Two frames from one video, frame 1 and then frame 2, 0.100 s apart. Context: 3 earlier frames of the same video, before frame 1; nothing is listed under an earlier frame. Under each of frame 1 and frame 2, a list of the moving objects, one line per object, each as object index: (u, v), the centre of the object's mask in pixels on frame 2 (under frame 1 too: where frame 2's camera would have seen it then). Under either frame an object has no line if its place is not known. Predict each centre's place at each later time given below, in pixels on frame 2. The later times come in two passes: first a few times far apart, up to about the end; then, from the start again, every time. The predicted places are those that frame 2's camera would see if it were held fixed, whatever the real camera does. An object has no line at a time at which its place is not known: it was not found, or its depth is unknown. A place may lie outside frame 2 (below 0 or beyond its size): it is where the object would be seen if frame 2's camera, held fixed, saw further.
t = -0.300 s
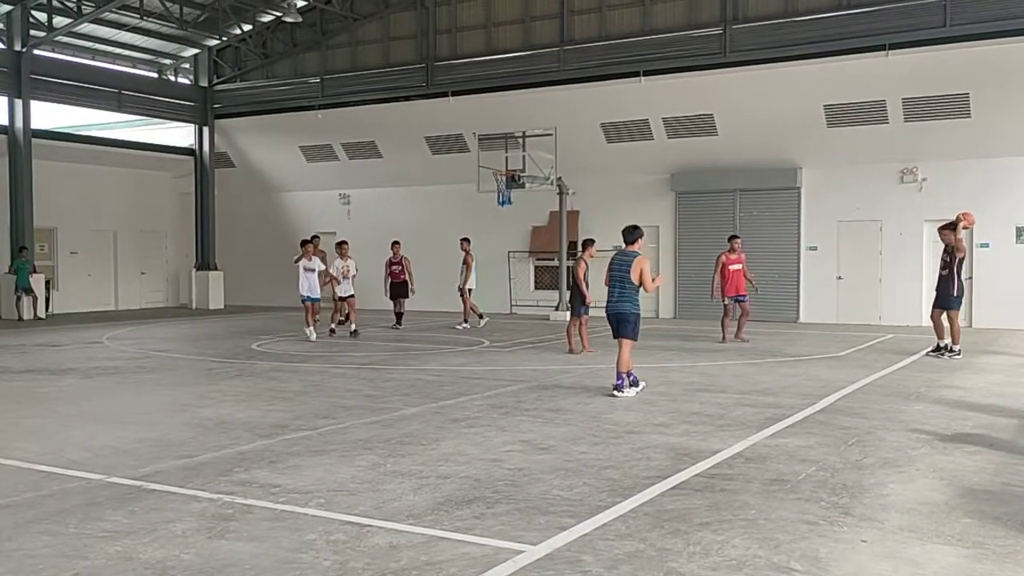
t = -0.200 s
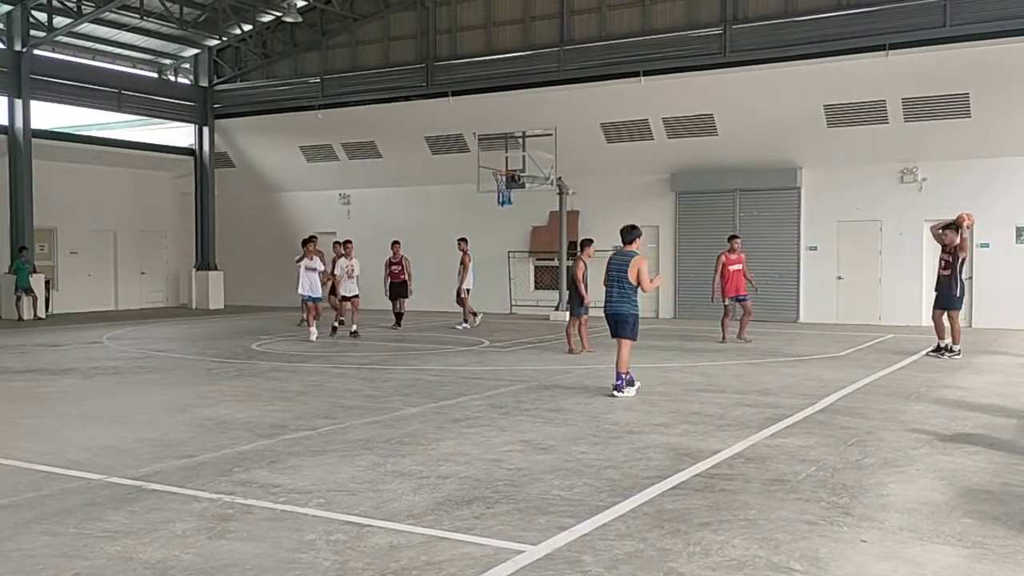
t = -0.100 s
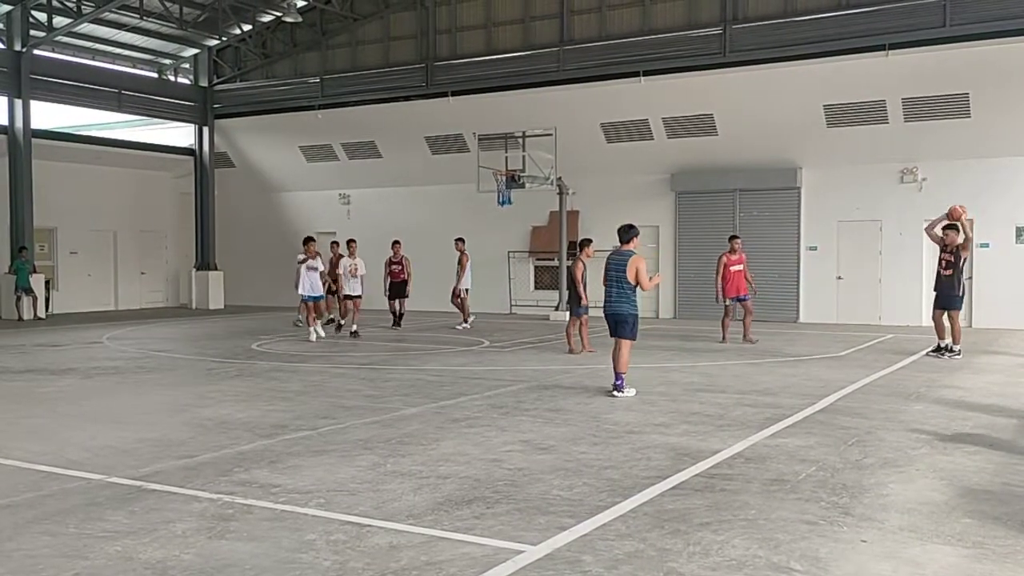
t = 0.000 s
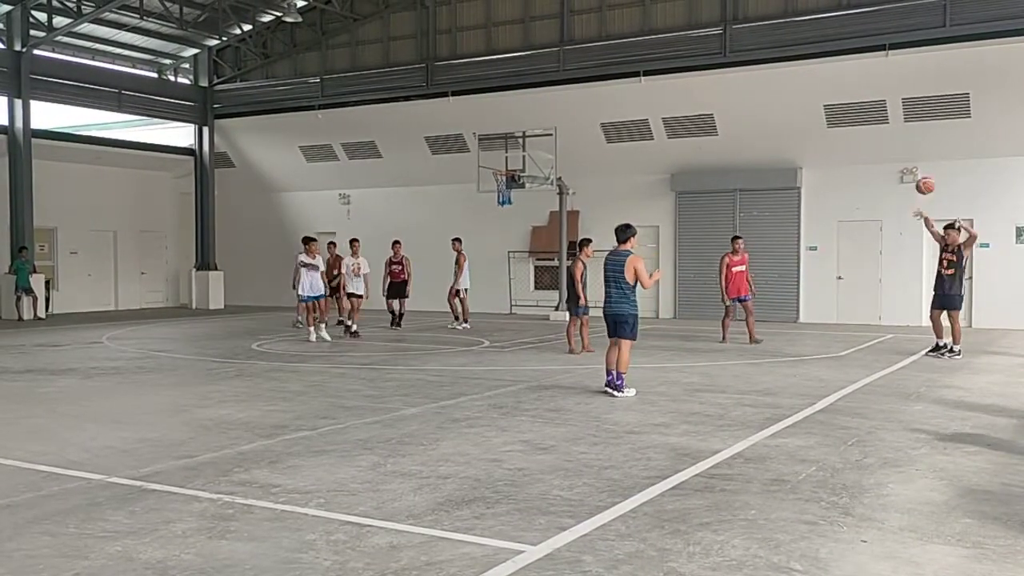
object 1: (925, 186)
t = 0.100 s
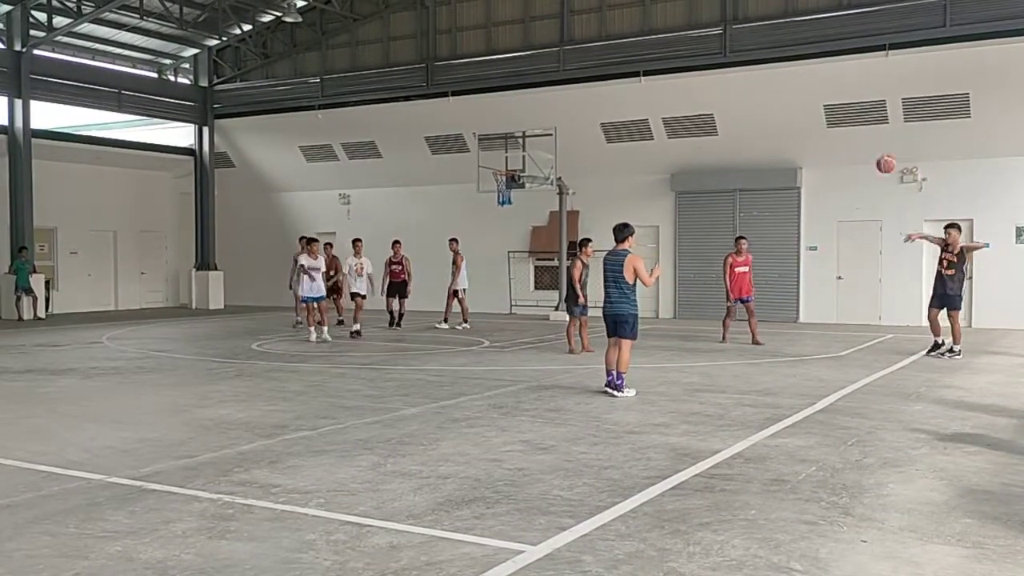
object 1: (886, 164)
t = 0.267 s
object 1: (815, 144)
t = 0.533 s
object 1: (689, 157)
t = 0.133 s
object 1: (872, 158)
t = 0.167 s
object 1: (858, 154)
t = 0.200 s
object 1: (843, 150)
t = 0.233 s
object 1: (829, 146)
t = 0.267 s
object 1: (815, 144)
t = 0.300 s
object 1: (801, 142)
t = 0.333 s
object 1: (785, 141)
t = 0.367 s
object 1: (771, 142)
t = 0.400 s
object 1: (755, 142)
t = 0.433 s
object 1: (740, 144)
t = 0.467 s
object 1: (723, 147)
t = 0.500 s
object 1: (707, 152)
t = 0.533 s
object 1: (689, 157)
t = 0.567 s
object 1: (672, 163)
